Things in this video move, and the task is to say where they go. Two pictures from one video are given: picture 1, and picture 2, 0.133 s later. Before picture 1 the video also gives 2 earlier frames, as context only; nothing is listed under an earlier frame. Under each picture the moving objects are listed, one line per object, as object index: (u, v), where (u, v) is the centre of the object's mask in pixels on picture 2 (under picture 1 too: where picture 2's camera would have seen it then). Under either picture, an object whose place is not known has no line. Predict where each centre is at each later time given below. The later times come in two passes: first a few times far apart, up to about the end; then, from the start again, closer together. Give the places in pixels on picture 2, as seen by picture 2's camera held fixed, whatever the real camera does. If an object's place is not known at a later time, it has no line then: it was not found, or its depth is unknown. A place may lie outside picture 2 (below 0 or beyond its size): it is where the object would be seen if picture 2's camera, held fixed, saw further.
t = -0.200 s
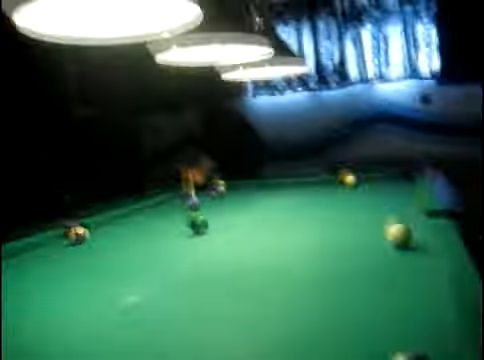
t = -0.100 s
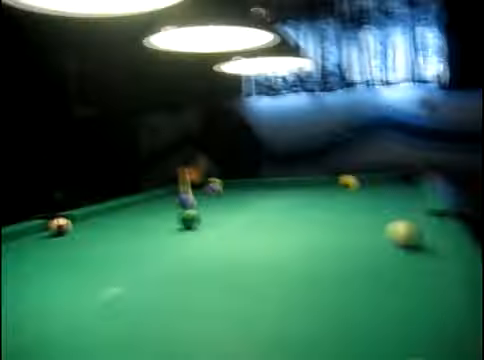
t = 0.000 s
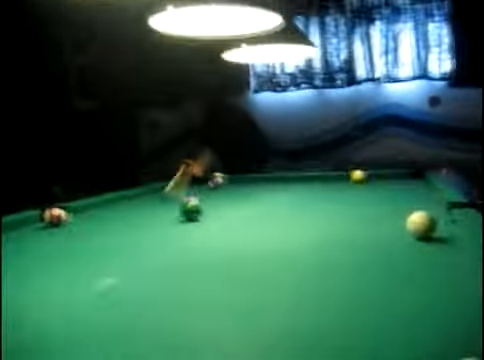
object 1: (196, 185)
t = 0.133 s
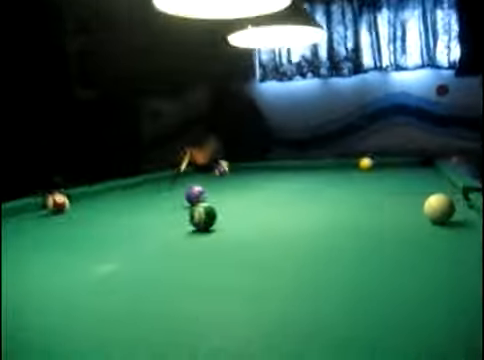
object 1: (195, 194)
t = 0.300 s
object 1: (197, 199)
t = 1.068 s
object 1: (207, 251)
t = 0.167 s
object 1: (195, 195)
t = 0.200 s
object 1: (196, 197)
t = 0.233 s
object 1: (197, 198)
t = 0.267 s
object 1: (196, 198)
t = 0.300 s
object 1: (197, 199)
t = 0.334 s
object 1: (196, 200)
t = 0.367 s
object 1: (194, 199)
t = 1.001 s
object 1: (205, 244)
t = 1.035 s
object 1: (205, 247)
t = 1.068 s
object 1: (207, 251)
